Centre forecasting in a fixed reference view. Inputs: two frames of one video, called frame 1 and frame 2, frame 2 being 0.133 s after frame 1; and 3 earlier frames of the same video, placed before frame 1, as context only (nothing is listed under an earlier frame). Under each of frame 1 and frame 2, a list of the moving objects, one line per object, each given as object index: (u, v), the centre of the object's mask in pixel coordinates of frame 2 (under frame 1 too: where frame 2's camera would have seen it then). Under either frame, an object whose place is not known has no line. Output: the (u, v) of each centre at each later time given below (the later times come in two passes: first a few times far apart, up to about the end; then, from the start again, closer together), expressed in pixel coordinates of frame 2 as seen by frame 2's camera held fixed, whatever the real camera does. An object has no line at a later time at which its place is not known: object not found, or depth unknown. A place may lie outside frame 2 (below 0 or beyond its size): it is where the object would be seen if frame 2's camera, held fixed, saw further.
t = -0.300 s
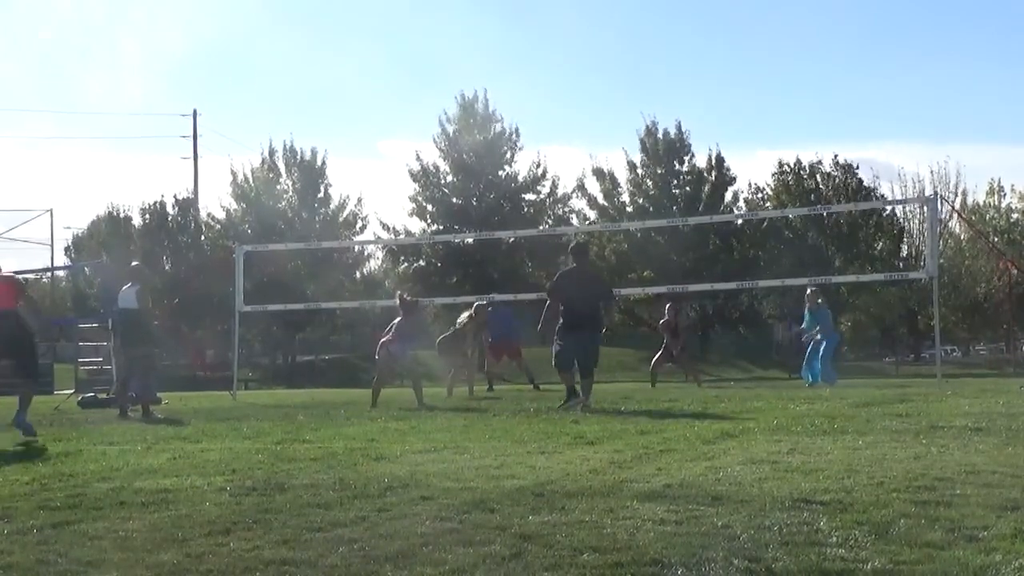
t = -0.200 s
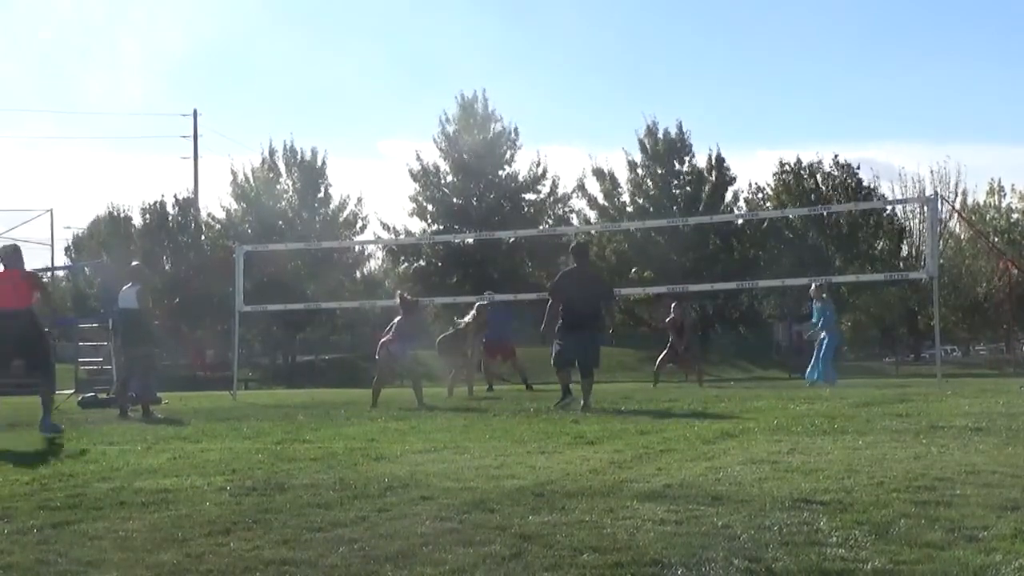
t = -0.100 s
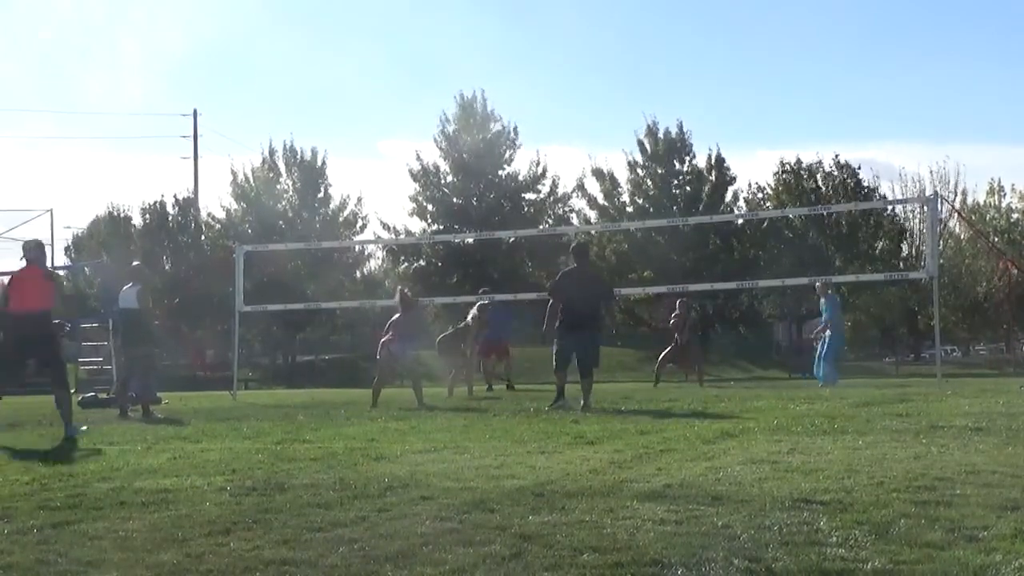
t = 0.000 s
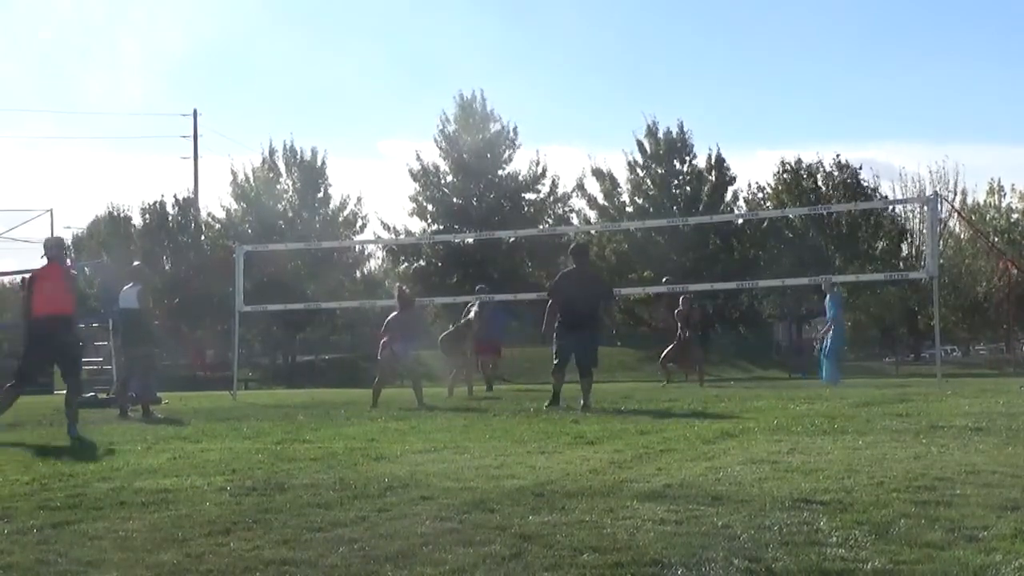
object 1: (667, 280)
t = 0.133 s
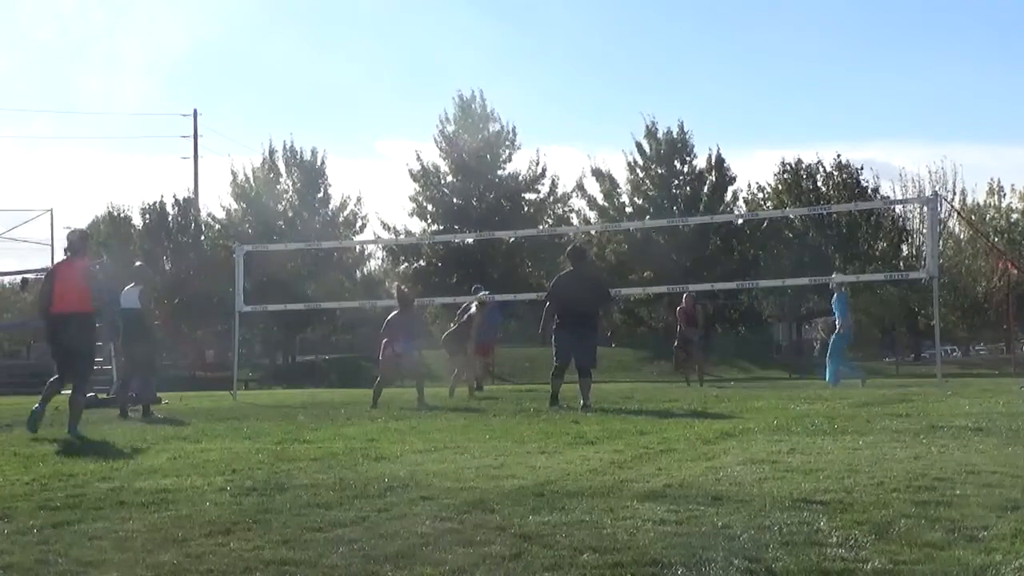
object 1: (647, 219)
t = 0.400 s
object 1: (619, 128)
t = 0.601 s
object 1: (594, 87)
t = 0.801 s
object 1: (569, 71)
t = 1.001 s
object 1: (543, 80)
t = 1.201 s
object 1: (516, 116)
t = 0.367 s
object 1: (623, 138)
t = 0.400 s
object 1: (619, 128)
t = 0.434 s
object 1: (615, 120)
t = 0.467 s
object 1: (611, 112)
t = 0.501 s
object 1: (607, 105)
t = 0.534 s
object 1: (603, 98)
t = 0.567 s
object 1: (599, 92)
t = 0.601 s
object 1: (594, 87)
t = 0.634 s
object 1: (590, 83)
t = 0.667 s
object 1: (586, 79)
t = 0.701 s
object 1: (581, 75)
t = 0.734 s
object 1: (577, 73)
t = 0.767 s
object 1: (573, 71)
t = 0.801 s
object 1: (569, 71)
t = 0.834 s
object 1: (565, 70)
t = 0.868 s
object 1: (560, 71)
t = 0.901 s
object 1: (556, 72)
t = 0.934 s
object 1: (552, 73)
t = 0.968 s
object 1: (547, 76)
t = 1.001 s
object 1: (543, 80)
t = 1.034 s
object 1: (538, 84)
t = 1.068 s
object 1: (534, 89)
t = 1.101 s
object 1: (530, 94)
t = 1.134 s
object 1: (525, 101)
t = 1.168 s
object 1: (521, 108)
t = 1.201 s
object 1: (516, 116)
